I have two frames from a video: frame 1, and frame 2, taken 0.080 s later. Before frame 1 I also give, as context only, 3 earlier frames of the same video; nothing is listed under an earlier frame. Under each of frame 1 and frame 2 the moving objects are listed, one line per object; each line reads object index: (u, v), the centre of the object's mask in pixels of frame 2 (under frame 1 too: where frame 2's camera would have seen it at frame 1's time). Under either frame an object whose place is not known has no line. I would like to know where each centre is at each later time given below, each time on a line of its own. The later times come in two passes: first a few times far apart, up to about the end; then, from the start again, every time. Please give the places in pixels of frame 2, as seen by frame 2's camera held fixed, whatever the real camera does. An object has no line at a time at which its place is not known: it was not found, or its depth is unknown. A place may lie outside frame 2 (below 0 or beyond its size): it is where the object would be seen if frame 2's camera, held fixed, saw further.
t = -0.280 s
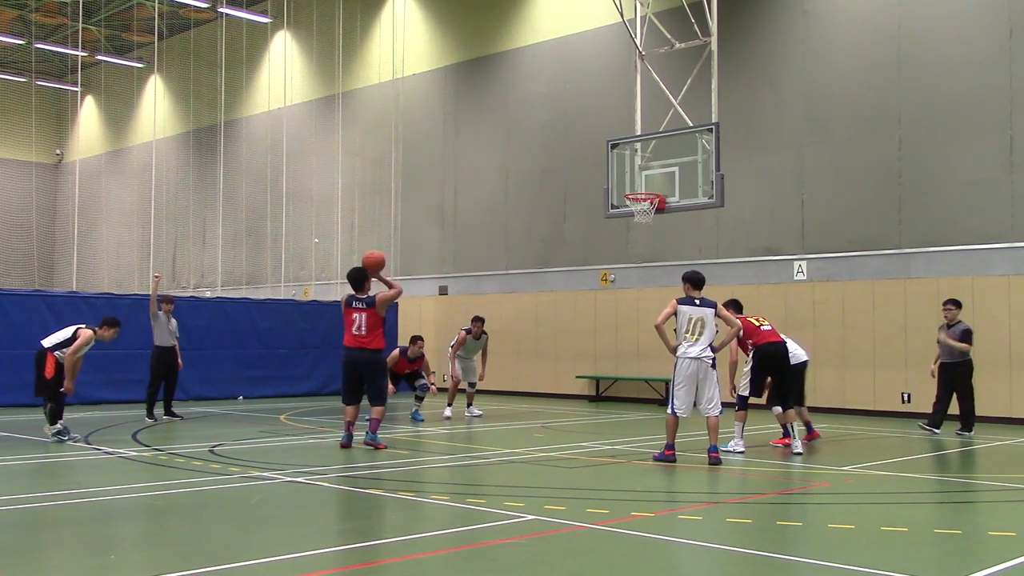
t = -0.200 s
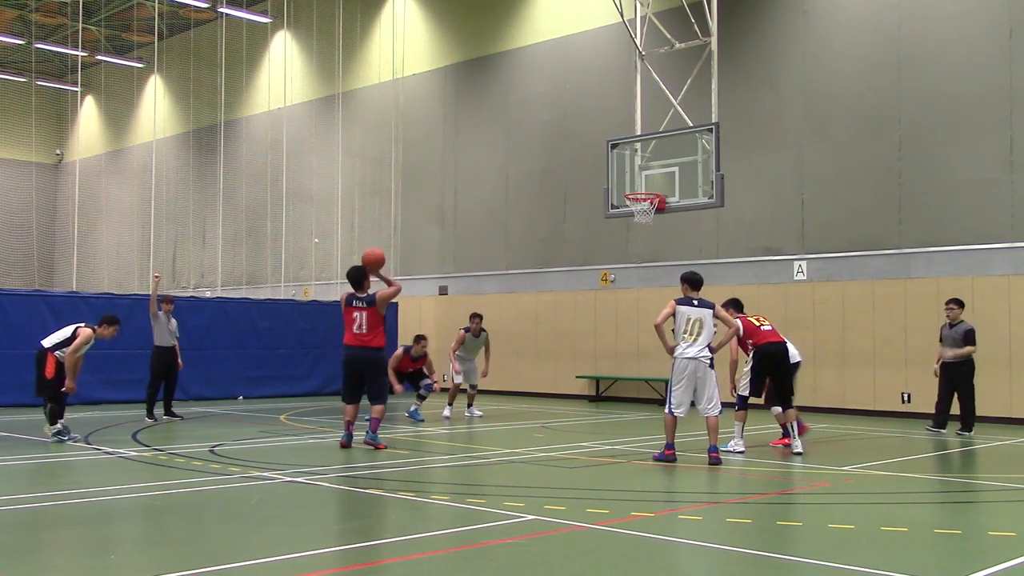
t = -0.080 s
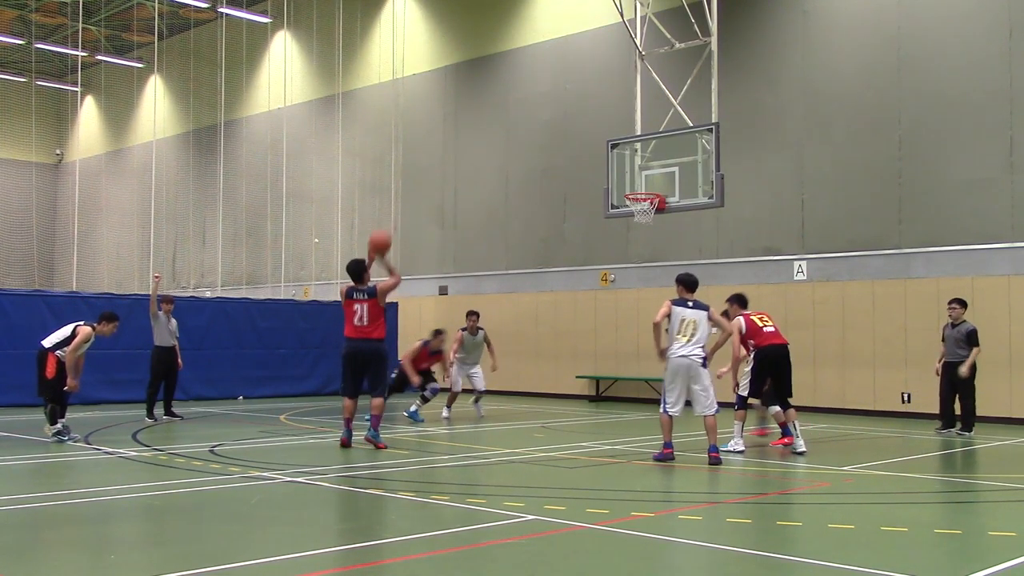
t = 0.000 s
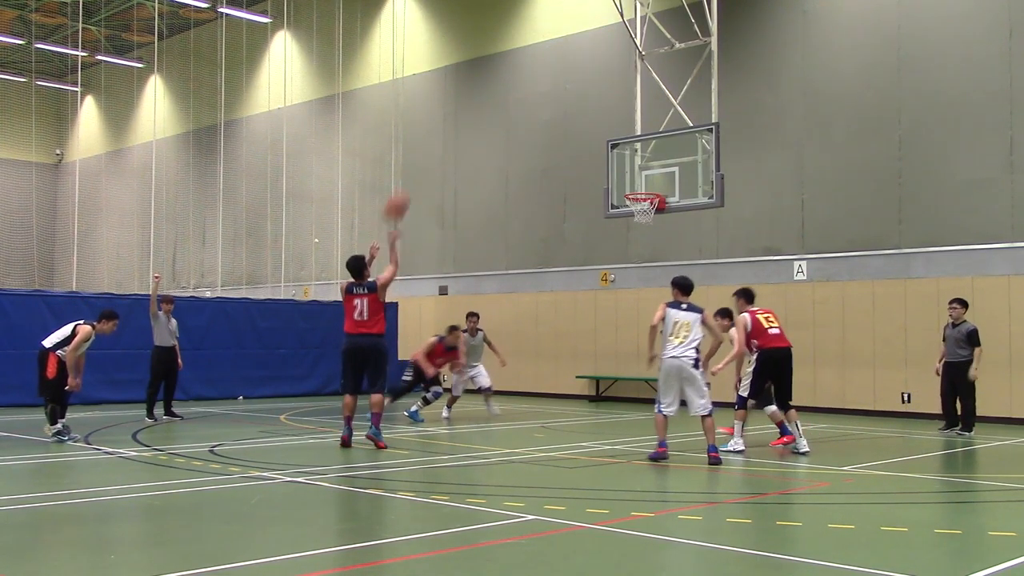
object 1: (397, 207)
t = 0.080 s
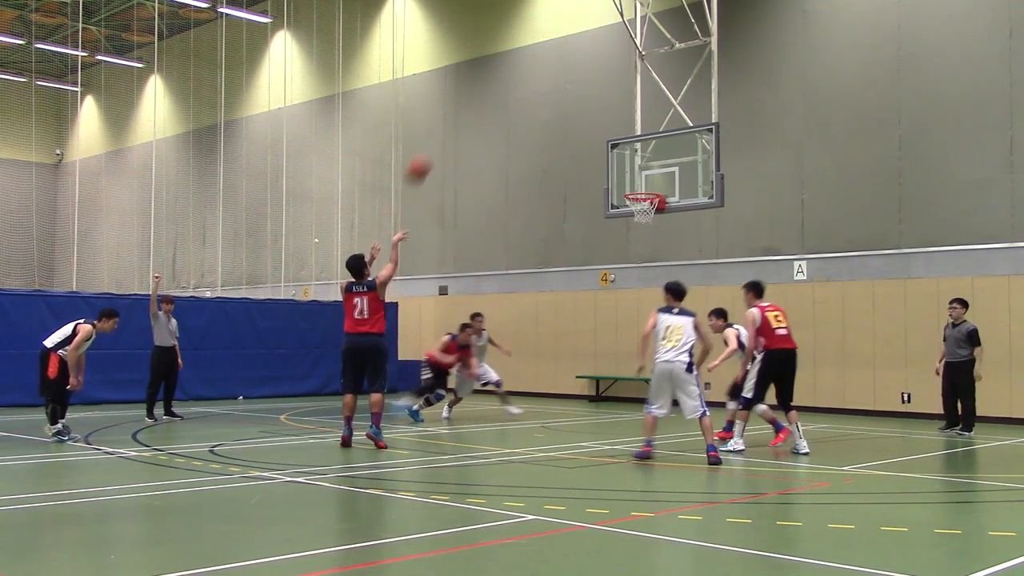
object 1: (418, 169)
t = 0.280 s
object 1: (468, 105)
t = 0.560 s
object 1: (528, 78)
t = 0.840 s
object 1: (581, 111)
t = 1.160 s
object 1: (628, 211)
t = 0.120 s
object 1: (429, 153)
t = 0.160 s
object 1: (439, 138)
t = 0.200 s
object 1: (449, 125)
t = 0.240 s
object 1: (459, 114)
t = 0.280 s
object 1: (468, 105)
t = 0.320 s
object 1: (477, 97)
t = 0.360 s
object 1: (486, 90)
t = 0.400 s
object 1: (495, 85)
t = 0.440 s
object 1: (503, 82)
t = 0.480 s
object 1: (512, 79)
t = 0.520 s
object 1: (520, 78)
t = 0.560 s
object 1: (528, 78)
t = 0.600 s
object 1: (536, 79)
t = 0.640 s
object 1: (544, 81)
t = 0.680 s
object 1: (552, 85)
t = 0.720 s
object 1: (559, 90)
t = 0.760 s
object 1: (566, 96)
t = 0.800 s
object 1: (574, 102)
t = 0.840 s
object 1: (581, 111)
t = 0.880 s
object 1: (588, 119)
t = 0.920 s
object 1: (595, 128)
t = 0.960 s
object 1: (601, 139)
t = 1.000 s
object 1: (608, 152)
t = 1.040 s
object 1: (615, 163)
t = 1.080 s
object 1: (621, 178)
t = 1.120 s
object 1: (627, 190)
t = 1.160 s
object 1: (628, 211)
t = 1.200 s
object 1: (627, 215)
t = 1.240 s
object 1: (621, 221)
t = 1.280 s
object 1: (613, 228)
